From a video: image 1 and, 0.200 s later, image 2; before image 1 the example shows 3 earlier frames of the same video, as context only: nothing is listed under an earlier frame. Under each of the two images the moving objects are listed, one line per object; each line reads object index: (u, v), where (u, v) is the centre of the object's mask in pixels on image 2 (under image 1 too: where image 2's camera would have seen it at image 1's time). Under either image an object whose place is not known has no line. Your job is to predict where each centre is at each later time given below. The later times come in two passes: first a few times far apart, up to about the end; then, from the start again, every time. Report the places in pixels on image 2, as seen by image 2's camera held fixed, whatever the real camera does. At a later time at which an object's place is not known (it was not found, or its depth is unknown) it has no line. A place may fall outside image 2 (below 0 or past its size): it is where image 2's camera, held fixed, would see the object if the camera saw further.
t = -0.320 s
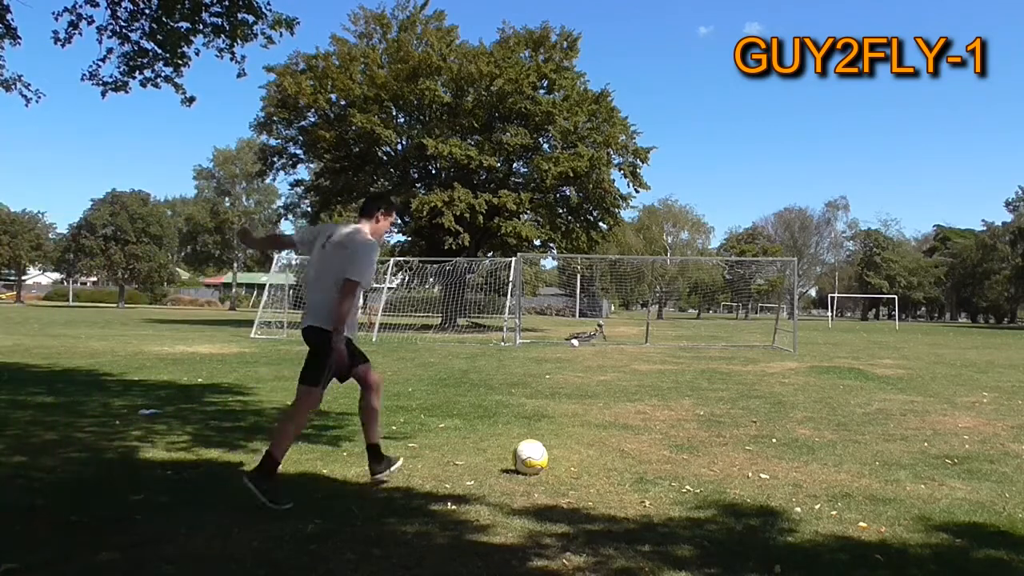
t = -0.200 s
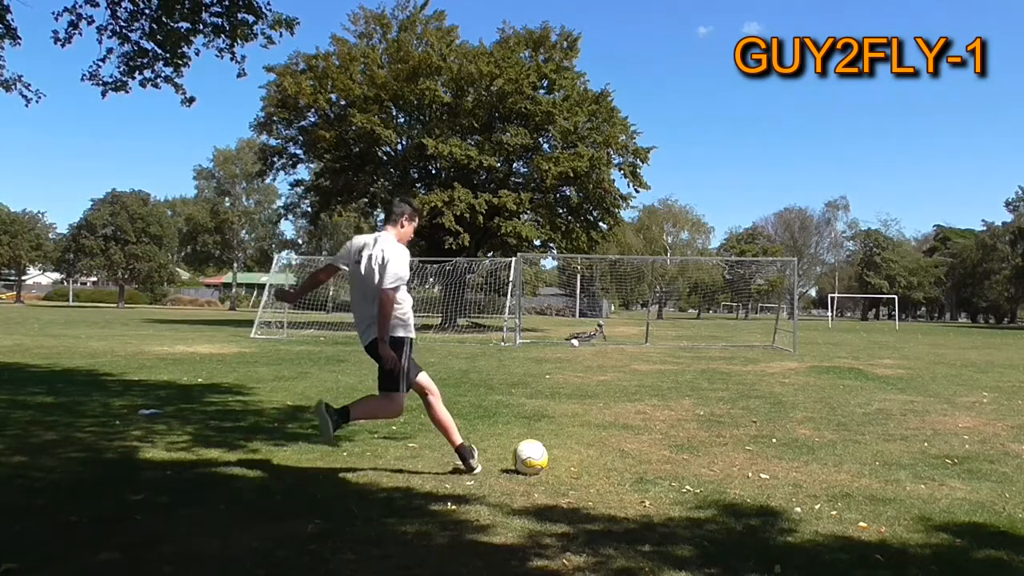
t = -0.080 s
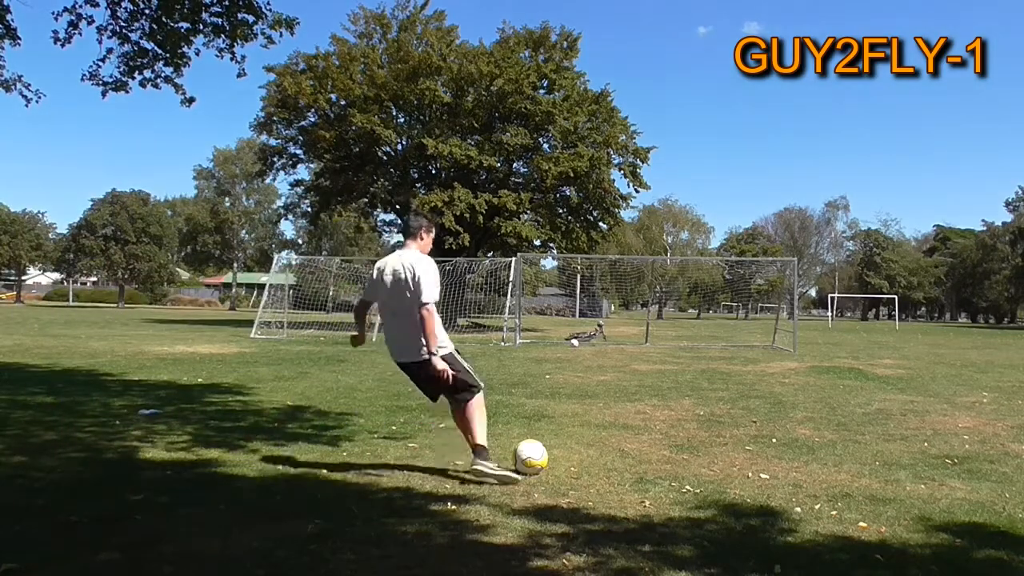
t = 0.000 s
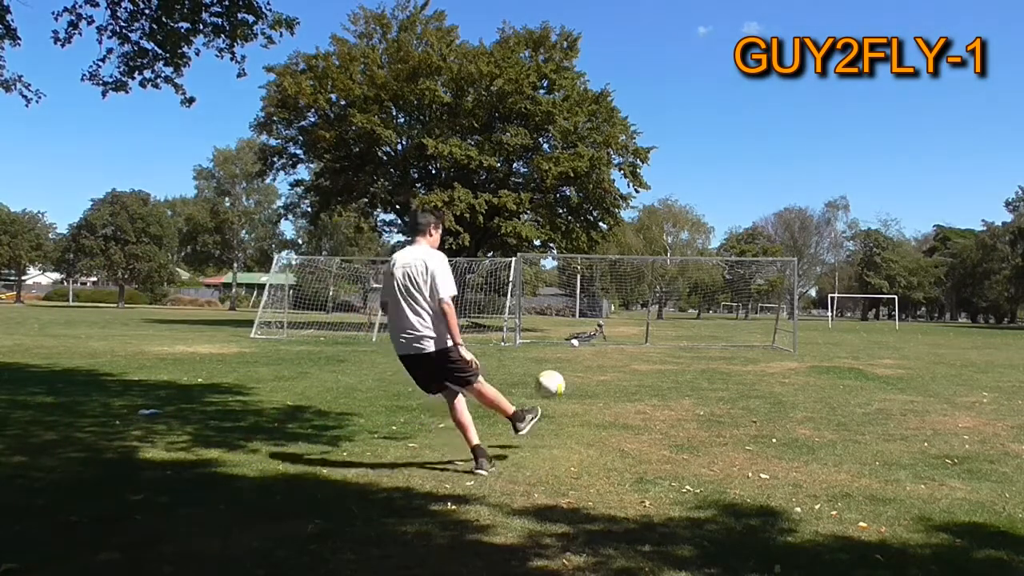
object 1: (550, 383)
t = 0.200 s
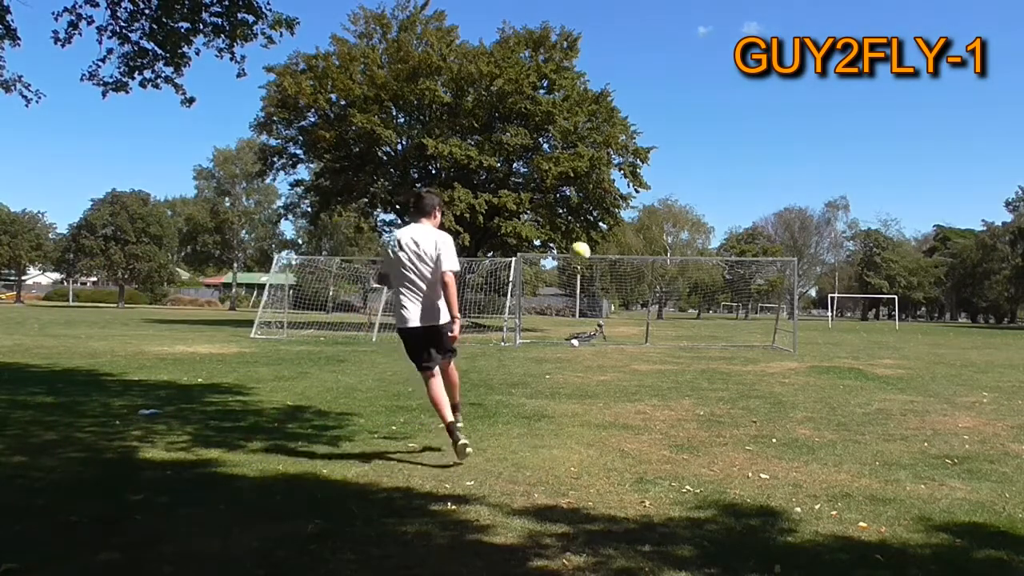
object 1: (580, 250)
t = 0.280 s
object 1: (585, 225)
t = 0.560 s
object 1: (584, 198)
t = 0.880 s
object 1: (572, 216)
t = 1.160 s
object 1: (558, 255)
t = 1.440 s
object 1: (542, 307)
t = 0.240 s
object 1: (582, 239)
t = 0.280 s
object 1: (585, 225)
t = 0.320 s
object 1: (585, 219)
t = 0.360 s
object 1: (586, 212)
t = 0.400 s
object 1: (585, 207)
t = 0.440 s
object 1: (585, 203)
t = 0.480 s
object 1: (585, 200)
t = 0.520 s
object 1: (584, 199)
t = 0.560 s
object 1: (584, 198)
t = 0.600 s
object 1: (583, 198)
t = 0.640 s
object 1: (582, 199)
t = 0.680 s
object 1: (581, 200)
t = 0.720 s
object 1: (578, 202)
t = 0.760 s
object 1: (577, 205)
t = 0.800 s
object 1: (575, 209)
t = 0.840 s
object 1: (574, 212)
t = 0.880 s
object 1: (572, 216)
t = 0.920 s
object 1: (570, 221)
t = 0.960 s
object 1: (568, 226)
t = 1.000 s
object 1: (565, 232)
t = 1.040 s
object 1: (564, 237)
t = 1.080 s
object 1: (562, 243)
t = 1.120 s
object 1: (559, 249)
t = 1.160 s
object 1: (558, 255)
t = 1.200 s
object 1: (555, 261)
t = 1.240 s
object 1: (553, 269)
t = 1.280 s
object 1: (551, 276)
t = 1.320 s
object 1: (548, 284)
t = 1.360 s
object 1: (546, 292)
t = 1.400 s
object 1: (544, 299)
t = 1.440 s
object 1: (542, 307)
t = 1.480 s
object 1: (540, 314)
